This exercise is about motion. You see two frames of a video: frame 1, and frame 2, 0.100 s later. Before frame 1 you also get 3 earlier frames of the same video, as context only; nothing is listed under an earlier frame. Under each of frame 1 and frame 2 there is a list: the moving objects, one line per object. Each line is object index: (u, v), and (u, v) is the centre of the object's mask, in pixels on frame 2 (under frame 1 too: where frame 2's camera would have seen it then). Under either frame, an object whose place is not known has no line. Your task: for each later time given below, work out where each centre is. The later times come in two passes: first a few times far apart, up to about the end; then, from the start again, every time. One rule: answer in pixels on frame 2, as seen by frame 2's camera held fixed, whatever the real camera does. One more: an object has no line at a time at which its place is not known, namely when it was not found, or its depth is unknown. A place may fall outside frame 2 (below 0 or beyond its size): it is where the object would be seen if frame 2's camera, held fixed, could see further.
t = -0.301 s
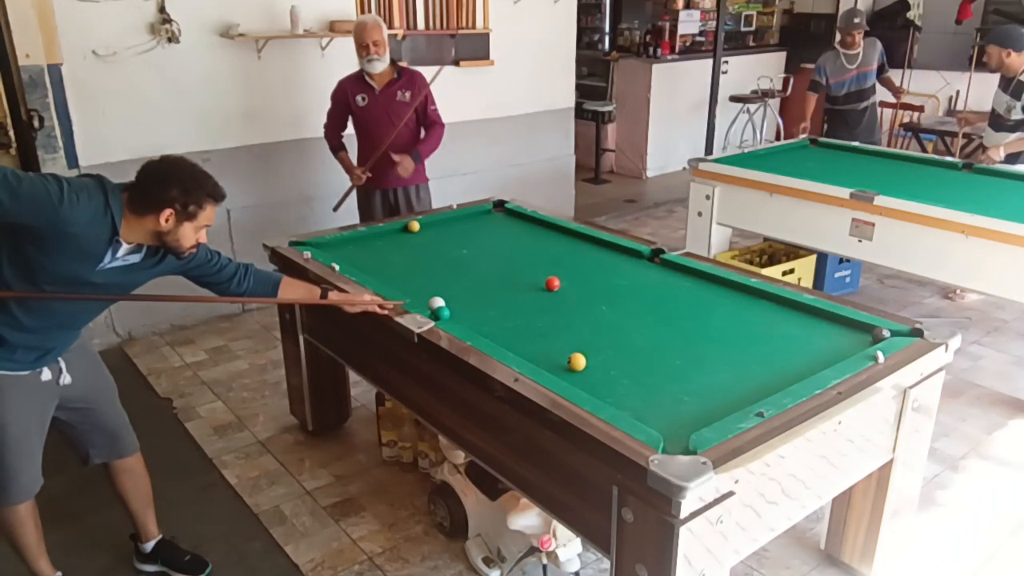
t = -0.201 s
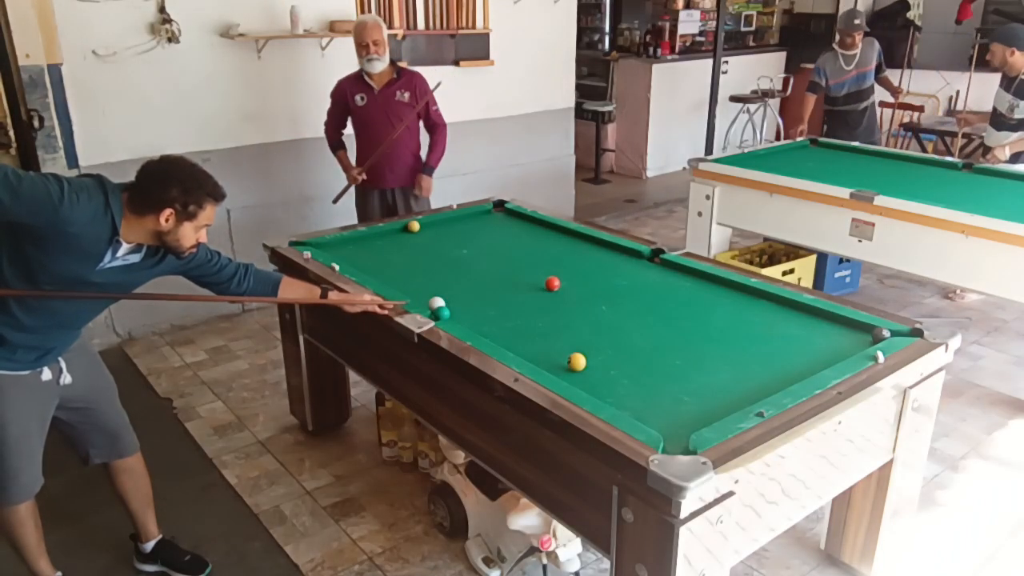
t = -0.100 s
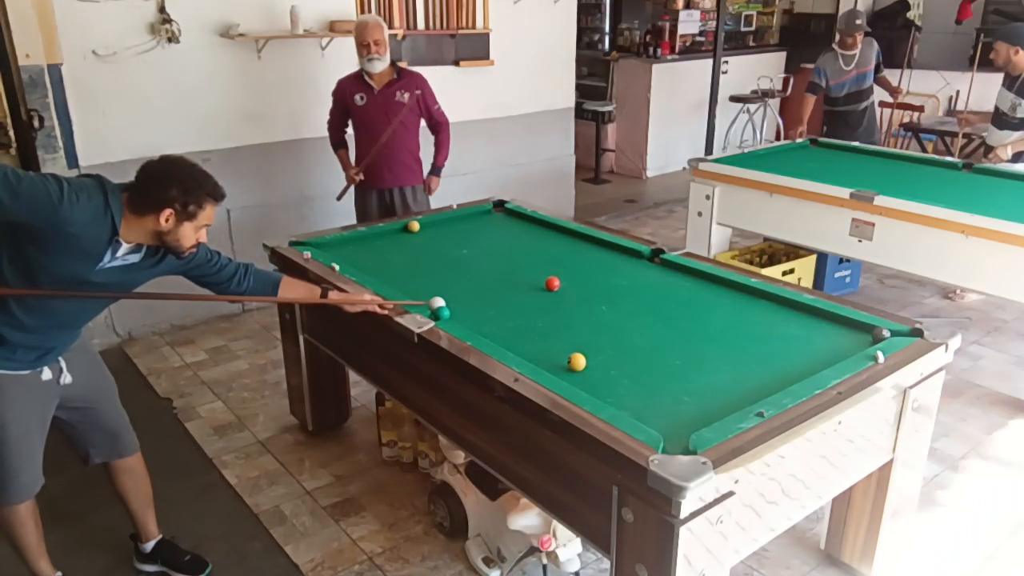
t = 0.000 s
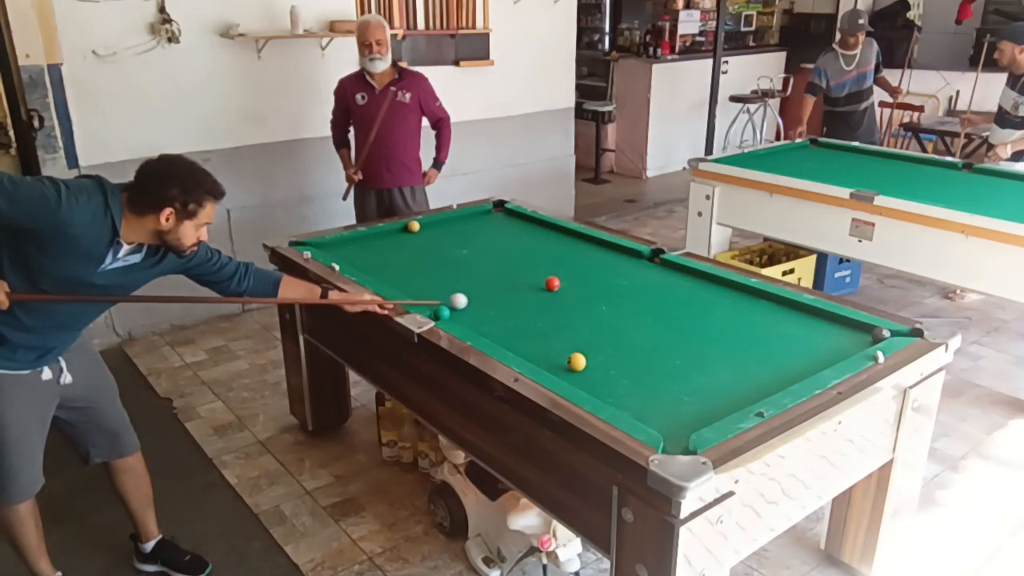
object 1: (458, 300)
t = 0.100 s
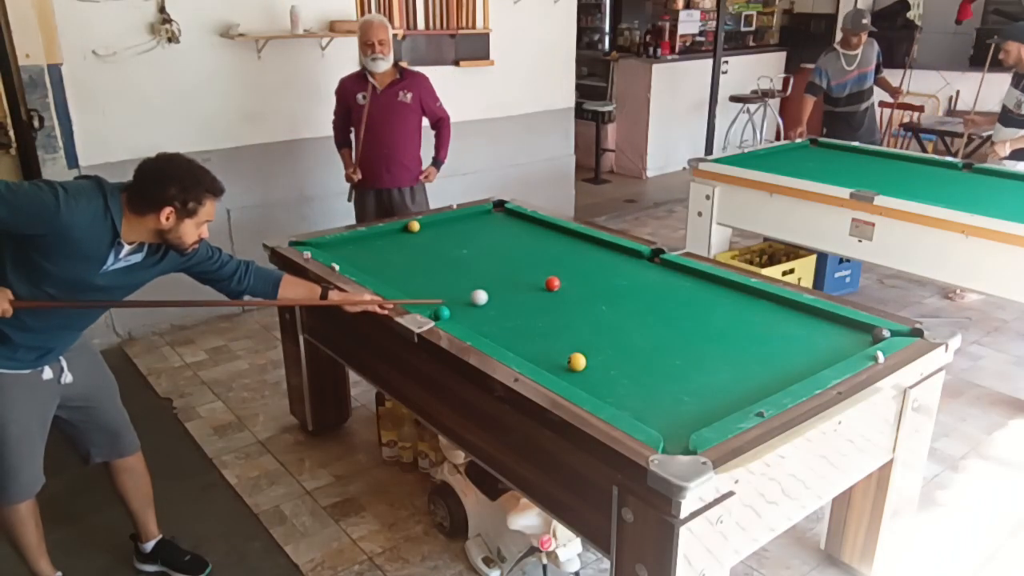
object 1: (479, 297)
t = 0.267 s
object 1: (512, 291)
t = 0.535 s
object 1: (548, 286)
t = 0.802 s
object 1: (566, 285)
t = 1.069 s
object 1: (582, 284)
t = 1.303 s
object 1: (594, 283)
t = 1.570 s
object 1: (606, 282)
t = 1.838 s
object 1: (616, 281)
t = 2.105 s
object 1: (624, 280)
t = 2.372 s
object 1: (631, 280)
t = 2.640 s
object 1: (636, 279)
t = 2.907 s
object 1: (639, 279)
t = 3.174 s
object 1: (640, 279)
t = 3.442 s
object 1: (641, 279)
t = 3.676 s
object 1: (641, 279)
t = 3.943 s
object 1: (641, 279)
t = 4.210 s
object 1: (641, 279)
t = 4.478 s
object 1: (641, 279)
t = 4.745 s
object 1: (641, 279)
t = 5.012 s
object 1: (641, 279)
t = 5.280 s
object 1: (641, 279)
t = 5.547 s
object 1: (641, 279)
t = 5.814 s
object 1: (641, 279)
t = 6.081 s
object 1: (641, 279)
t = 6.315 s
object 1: (641, 279)
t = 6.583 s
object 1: (641, 279)
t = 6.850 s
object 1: (641, 279)
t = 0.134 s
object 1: (486, 296)
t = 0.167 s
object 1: (492, 295)
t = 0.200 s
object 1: (499, 293)
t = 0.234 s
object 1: (505, 292)
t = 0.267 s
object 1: (512, 291)
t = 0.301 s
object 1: (518, 290)
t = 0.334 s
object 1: (524, 289)
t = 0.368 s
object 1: (530, 288)
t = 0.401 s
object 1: (536, 287)
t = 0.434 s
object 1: (541, 286)
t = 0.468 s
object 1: (543, 286)
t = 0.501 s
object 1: (545, 286)
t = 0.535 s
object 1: (548, 286)
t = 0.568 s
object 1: (550, 286)
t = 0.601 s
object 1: (552, 286)
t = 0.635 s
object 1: (555, 285)
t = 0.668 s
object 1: (557, 285)
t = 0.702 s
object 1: (559, 285)
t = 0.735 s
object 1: (561, 285)
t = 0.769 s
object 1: (563, 285)
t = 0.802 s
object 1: (566, 285)
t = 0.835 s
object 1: (568, 285)
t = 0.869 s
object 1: (570, 285)
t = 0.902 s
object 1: (572, 284)
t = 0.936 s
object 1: (574, 284)
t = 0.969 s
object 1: (576, 284)
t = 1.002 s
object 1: (578, 284)
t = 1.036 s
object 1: (580, 284)
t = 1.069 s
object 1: (582, 284)
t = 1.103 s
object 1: (584, 284)
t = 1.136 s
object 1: (586, 284)
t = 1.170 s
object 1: (587, 283)
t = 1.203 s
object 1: (589, 283)
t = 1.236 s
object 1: (591, 283)
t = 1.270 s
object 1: (593, 283)
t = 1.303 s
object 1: (594, 283)
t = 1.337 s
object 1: (596, 283)
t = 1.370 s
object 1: (597, 283)
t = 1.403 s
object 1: (599, 282)
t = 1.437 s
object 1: (601, 282)
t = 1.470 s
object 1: (602, 282)
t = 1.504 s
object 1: (604, 282)
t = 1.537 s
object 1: (605, 282)
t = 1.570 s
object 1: (606, 282)
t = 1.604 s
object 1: (608, 282)
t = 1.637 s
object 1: (609, 282)
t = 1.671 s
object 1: (610, 282)
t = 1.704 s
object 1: (611, 281)
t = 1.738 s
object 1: (613, 282)
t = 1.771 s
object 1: (614, 281)
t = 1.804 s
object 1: (615, 281)
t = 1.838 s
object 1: (616, 281)
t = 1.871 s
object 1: (617, 281)
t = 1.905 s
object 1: (618, 281)
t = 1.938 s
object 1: (620, 281)
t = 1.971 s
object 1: (621, 281)
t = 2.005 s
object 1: (622, 281)
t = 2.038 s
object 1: (623, 281)
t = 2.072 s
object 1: (624, 280)
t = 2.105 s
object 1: (624, 280)
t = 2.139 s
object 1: (625, 280)
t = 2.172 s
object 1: (626, 280)
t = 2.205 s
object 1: (627, 280)
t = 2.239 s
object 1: (628, 280)
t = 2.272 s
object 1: (629, 280)
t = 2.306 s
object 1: (630, 280)
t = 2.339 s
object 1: (631, 280)
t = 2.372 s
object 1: (631, 280)
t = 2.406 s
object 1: (632, 280)
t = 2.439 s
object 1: (633, 280)
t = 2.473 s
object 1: (633, 280)
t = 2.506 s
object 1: (634, 280)
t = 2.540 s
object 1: (635, 280)
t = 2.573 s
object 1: (635, 279)
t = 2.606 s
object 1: (636, 279)
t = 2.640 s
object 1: (636, 279)
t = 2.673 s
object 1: (637, 279)
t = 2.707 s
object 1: (637, 279)
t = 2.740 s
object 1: (637, 279)
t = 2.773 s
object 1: (637, 279)
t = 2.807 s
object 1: (638, 279)
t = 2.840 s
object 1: (638, 279)
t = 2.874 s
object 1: (639, 279)
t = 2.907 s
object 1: (639, 279)
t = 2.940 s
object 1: (639, 279)
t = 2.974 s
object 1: (639, 279)
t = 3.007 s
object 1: (640, 279)
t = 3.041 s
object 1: (640, 279)
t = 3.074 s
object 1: (640, 279)
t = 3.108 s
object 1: (640, 279)
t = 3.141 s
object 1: (640, 279)
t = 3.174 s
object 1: (640, 279)
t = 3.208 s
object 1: (640, 279)
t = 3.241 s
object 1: (640, 279)
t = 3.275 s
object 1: (641, 279)
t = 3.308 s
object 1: (641, 279)
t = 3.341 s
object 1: (641, 279)
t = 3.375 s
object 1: (641, 279)
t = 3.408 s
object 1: (641, 279)
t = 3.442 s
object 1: (641, 279)
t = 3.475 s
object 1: (641, 279)
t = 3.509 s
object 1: (641, 279)
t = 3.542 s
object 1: (641, 279)
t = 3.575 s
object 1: (641, 279)
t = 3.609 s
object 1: (641, 279)
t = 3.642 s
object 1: (641, 279)
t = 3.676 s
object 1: (641, 279)
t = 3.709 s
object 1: (641, 279)
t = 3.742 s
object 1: (641, 279)
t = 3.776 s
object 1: (641, 279)
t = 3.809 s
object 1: (641, 279)
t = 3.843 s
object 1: (641, 279)
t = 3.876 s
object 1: (641, 279)
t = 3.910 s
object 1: (641, 279)
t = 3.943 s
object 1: (641, 279)
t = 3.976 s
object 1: (641, 279)
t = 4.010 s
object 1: (641, 279)
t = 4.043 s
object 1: (641, 279)
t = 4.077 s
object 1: (641, 279)
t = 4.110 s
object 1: (641, 279)
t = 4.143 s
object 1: (641, 279)
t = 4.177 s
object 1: (641, 279)
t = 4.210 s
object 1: (641, 279)
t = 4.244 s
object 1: (641, 279)
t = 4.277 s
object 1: (641, 279)
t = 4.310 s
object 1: (641, 279)
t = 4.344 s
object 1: (641, 279)
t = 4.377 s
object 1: (641, 279)
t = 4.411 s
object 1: (641, 279)
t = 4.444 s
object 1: (641, 279)
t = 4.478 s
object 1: (641, 279)
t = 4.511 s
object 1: (641, 279)
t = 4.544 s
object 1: (641, 279)
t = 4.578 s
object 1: (641, 279)
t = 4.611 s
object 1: (641, 279)
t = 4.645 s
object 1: (641, 279)
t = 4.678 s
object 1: (641, 279)
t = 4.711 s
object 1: (641, 279)
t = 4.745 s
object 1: (641, 279)
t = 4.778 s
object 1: (641, 279)
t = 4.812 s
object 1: (641, 279)
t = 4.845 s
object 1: (641, 279)
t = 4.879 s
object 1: (641, 279)
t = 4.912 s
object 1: (641, 279)
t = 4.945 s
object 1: (641, 279)
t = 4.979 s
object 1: (641, 279)
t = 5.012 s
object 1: (641, 279)
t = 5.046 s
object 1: (641, 279)
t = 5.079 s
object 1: (641, 279)
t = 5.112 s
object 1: (641, 279)
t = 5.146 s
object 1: (641, 279)
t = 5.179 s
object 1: (641, 279)
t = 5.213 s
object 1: (641, 279)
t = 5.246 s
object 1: (641, 279)
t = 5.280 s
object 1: (641, 279)
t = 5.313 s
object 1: (641, 279)
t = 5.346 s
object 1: (641, 279)
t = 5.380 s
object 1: (641, 279)
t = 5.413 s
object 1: (641, 279)
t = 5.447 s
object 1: (641, 279)
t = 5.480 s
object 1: (641, 279)
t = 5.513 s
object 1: (641, 279)
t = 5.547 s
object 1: (641, 279)
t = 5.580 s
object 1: (641, 279)
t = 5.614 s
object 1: (641, 279)
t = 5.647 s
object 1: (641, 279)
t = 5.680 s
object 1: (641, 279)
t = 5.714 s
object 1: (641, 279)
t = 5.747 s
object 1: (641, 279)
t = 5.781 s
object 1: (641, 279)
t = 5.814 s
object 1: (641, 279)
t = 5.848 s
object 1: (641, 279)
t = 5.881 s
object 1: (641, 279)
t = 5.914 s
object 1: (641, 279)
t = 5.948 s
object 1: (641, 279)
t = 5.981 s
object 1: (641, 279)
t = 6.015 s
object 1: (641, 279)
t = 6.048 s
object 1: (641, 279)
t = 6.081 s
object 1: (641, 279)
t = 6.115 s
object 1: (641, 279)
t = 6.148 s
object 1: (641, 279)
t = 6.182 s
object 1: (641, 279)
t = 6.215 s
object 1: (641, 279)
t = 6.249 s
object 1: (641, 279)
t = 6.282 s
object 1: (641, 279)
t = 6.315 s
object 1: (641, 279)
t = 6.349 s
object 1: (641, 279)
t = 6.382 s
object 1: (641, 279)
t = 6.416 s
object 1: (641, 279)
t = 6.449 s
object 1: (641, 279)
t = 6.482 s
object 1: (641, 279)
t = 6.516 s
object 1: (641, 279)
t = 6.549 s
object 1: (641, 279)
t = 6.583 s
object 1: (641, 279)
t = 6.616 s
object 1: (641, 279)
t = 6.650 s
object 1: (641, 279)
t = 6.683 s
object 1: (641, 279)
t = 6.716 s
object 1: (641, 279)
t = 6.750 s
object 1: (641, 279)
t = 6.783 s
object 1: (641, 279)
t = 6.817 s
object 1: (641, 279)
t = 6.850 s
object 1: (641, 279)
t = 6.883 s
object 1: (641, 279)
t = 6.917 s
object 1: (641, 279)
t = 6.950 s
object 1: (641, 279)
